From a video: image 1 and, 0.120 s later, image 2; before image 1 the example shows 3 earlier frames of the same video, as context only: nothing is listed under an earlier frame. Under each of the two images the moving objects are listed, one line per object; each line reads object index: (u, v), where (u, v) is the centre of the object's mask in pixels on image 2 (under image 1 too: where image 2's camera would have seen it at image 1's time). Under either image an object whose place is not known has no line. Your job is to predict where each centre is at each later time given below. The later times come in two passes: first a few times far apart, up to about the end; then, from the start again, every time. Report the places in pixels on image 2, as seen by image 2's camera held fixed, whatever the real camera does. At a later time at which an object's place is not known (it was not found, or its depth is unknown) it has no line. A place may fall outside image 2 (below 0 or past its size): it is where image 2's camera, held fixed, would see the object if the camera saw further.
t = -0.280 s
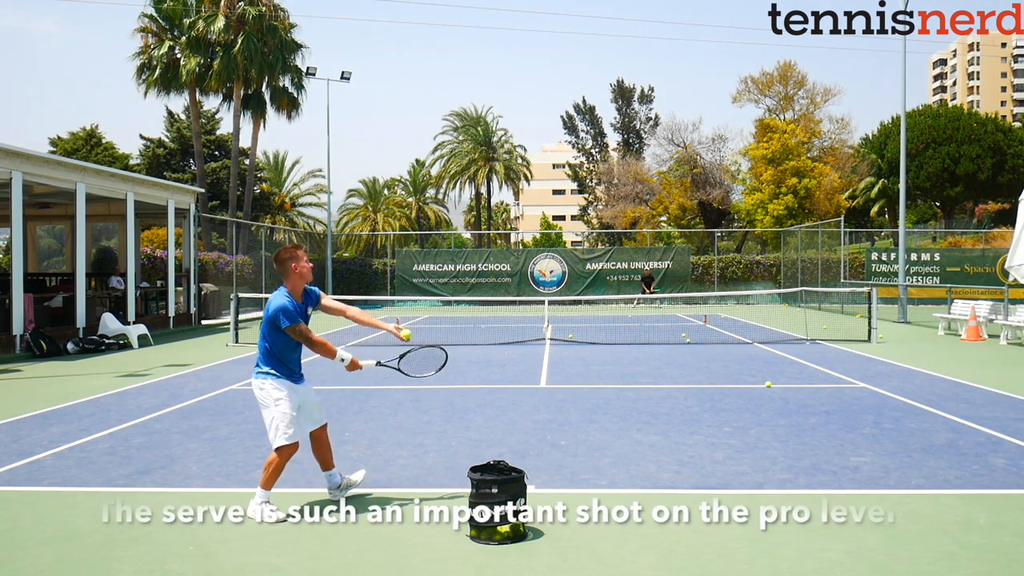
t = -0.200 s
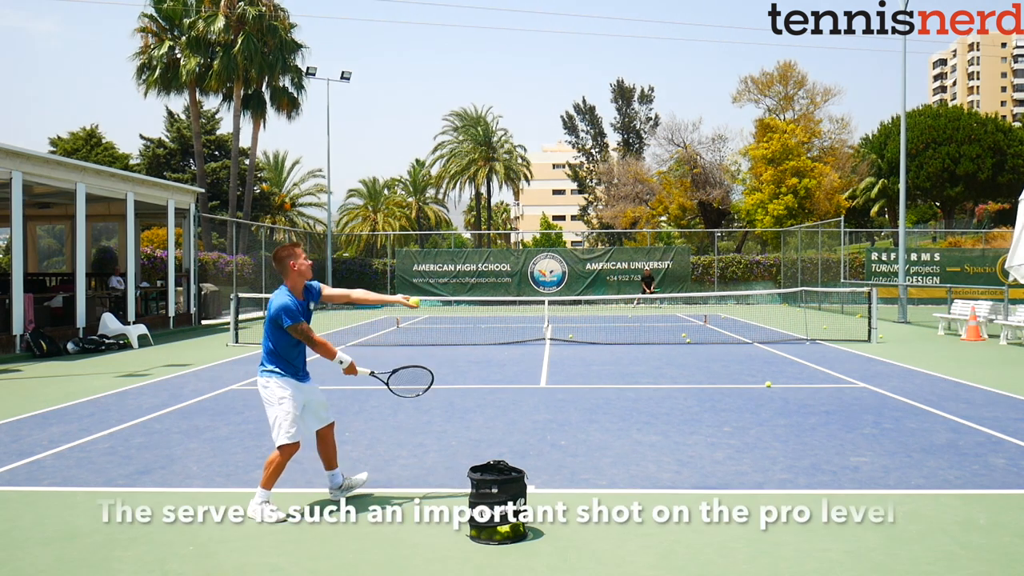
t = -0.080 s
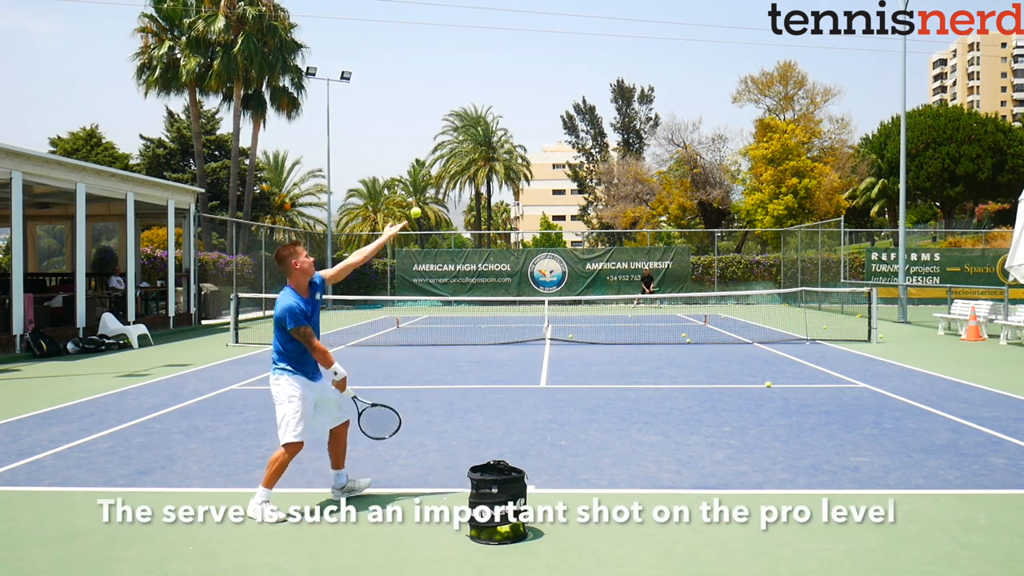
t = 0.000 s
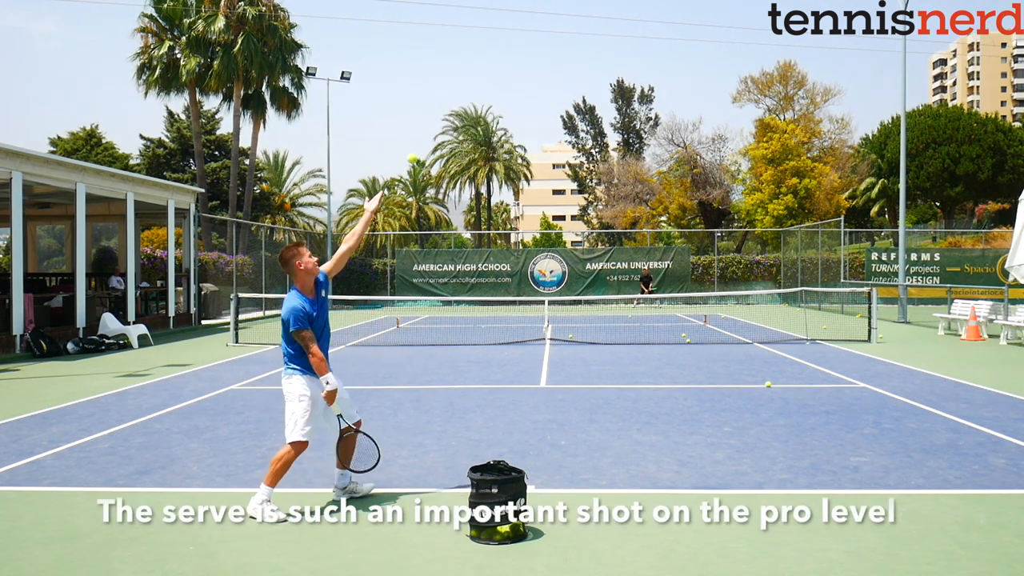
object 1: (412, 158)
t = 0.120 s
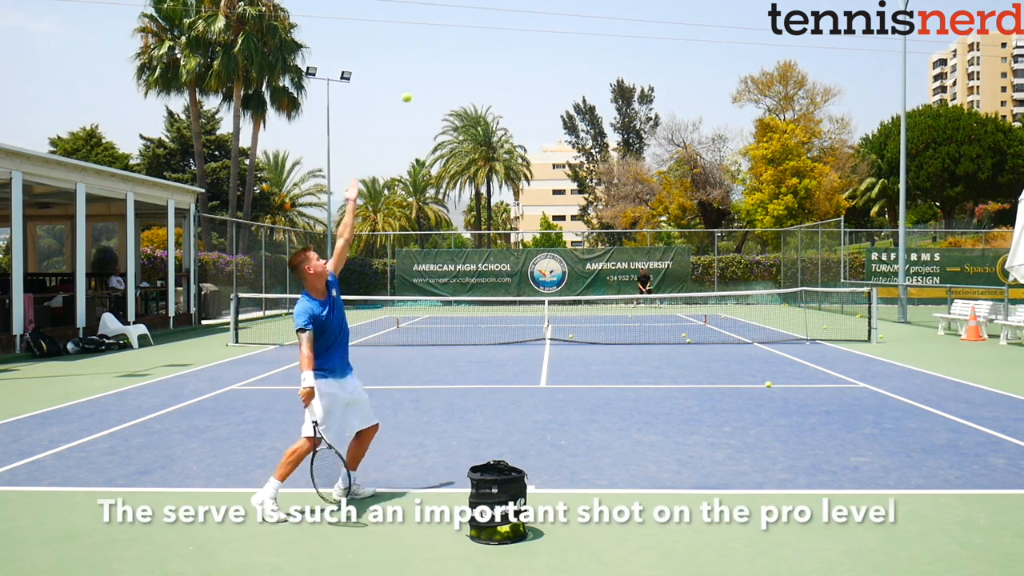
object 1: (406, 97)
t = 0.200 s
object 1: (403, 69)
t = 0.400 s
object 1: (394, 41)
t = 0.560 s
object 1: (387, 58)
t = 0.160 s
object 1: (404, 82)
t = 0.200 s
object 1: (403, 69)
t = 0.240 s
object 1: (401, 59)
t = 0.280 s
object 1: (399, 50)
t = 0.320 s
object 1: (397, 45)
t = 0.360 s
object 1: (395, 42)
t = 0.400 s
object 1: (394, 41)
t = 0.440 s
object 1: (392, 42)
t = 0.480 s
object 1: (390, 45)
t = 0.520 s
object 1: (389, 51)
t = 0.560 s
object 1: (387, 58)
